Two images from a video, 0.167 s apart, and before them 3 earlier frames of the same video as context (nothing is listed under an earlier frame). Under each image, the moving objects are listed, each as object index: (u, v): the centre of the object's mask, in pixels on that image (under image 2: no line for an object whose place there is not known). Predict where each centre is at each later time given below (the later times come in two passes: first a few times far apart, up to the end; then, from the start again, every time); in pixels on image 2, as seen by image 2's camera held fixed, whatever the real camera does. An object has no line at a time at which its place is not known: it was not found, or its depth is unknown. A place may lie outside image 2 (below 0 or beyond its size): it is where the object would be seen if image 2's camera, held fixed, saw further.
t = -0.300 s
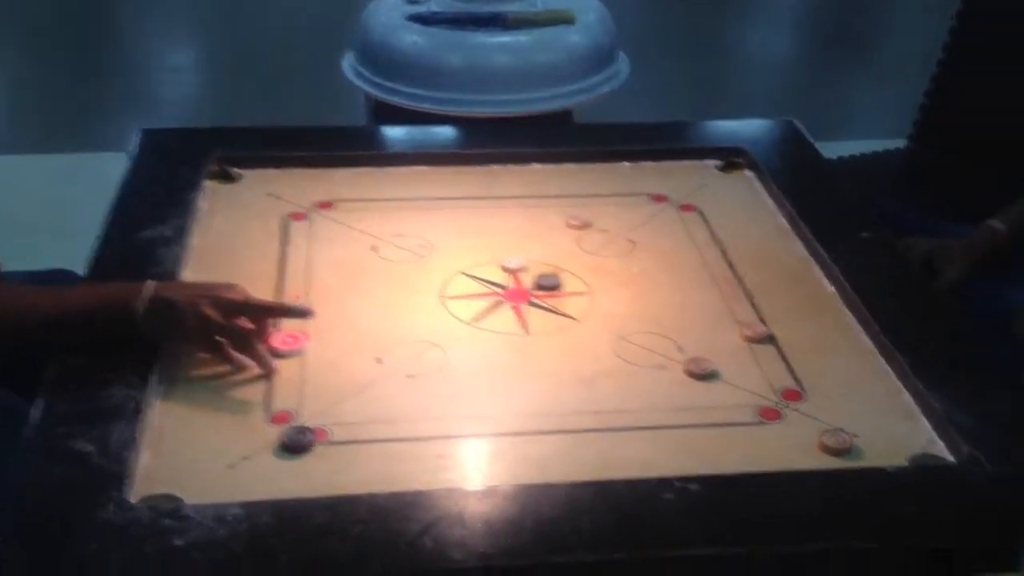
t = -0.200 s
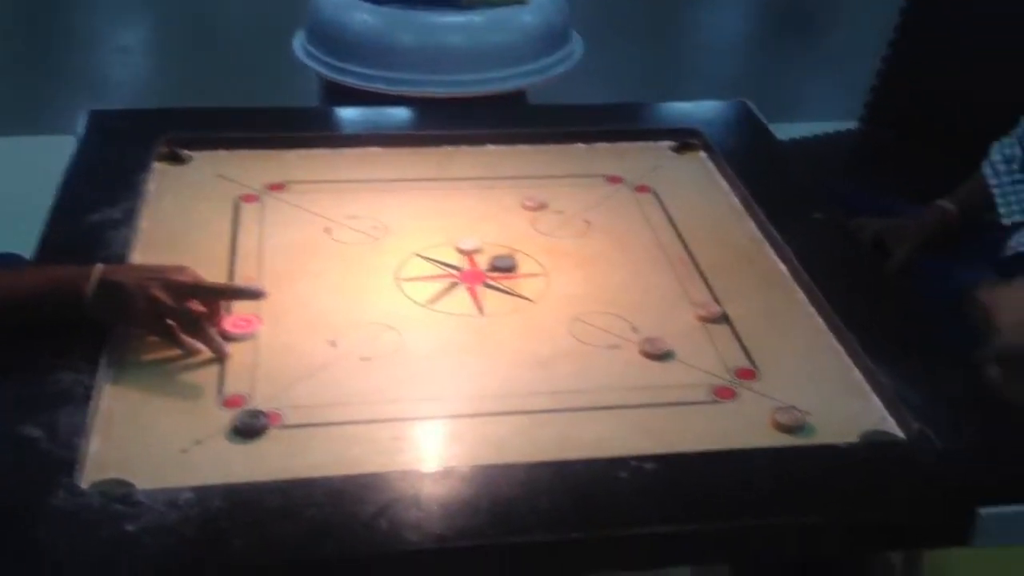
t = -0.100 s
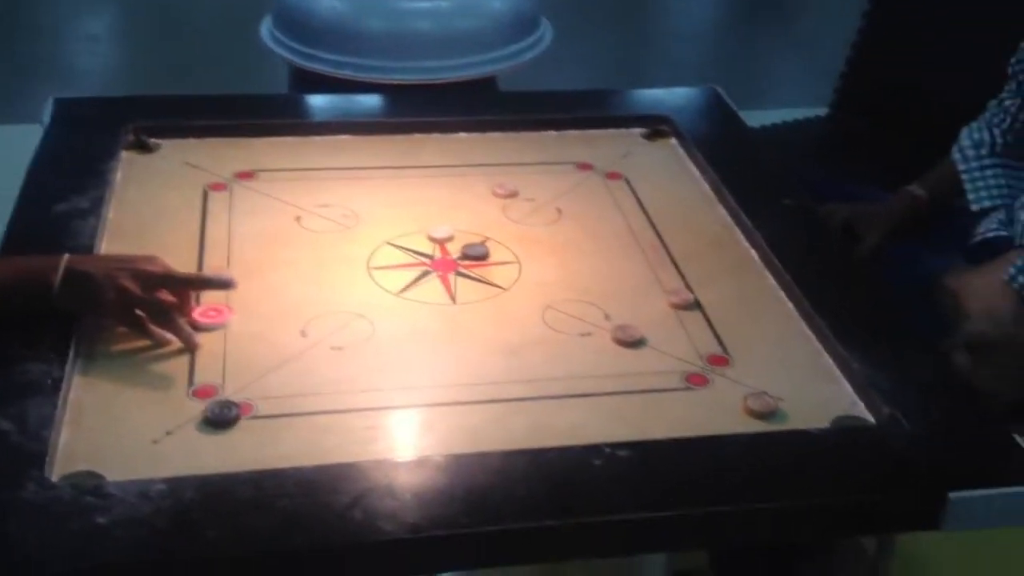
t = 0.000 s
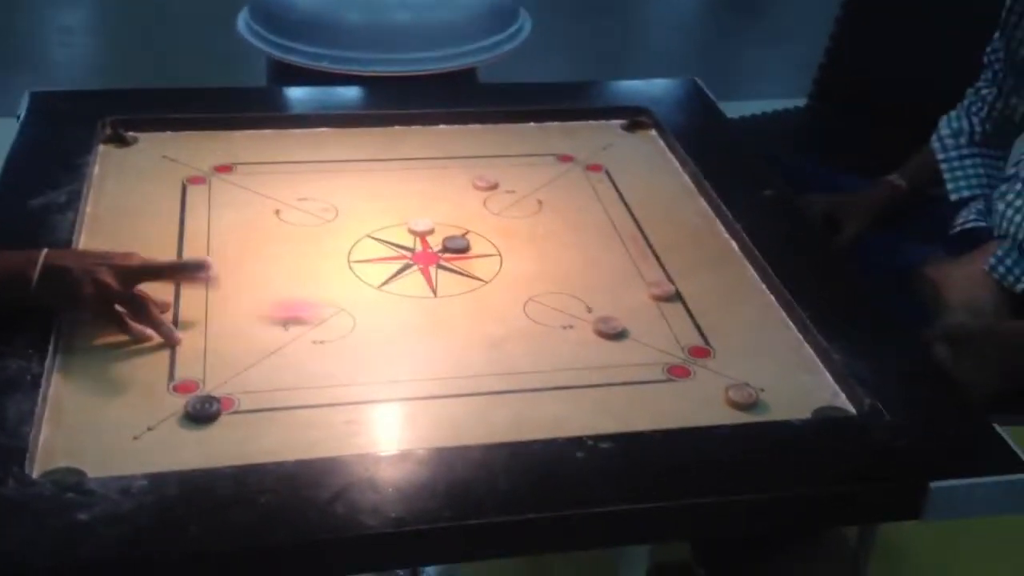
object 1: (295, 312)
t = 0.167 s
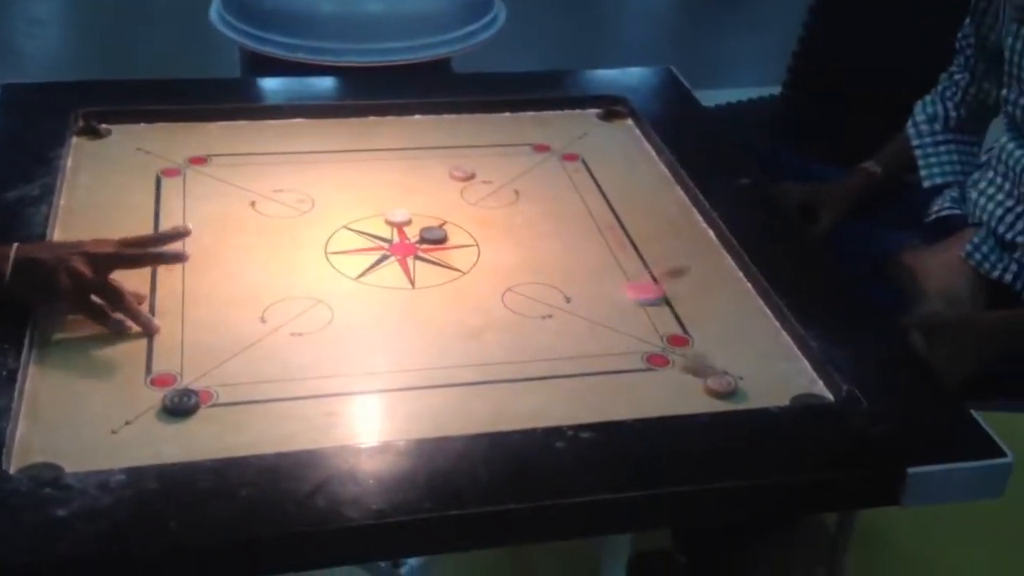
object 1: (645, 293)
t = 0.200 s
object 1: (681, 293)
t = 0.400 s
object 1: (643, 307)
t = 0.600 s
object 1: (531, 326)
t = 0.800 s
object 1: (458, 340)
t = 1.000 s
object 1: (429, 347)
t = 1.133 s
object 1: (428, 347)
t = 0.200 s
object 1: (681, 293)
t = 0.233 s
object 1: (713, 294)
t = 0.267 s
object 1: (736, 294)
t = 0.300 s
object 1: (711, 298)
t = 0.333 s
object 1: (688, 301)
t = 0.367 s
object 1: (665, 304)
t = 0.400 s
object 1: (643, 307)
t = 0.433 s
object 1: (622, 311)
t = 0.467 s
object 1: (602, 314)
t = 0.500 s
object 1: (582, 318)
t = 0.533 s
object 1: (564, 320)
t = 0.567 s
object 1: (547, 323)
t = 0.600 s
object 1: (531, 326)
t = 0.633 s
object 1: (516, 328)
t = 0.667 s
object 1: (502, 332)
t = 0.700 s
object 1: (490, 334)
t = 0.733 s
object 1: (478, 336)
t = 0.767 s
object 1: (468, 339)
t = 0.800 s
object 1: (458, 340)
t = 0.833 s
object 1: (450, 342)
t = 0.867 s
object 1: (444, 343)
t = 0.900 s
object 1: (438, 345)
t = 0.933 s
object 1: (434, 346)
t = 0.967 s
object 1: (431, 347)
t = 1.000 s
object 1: (429, 347)
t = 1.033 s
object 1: (429, 347)
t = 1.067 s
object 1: (428, 347)
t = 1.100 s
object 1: (428, 347)
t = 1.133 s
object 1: (428, 347)
